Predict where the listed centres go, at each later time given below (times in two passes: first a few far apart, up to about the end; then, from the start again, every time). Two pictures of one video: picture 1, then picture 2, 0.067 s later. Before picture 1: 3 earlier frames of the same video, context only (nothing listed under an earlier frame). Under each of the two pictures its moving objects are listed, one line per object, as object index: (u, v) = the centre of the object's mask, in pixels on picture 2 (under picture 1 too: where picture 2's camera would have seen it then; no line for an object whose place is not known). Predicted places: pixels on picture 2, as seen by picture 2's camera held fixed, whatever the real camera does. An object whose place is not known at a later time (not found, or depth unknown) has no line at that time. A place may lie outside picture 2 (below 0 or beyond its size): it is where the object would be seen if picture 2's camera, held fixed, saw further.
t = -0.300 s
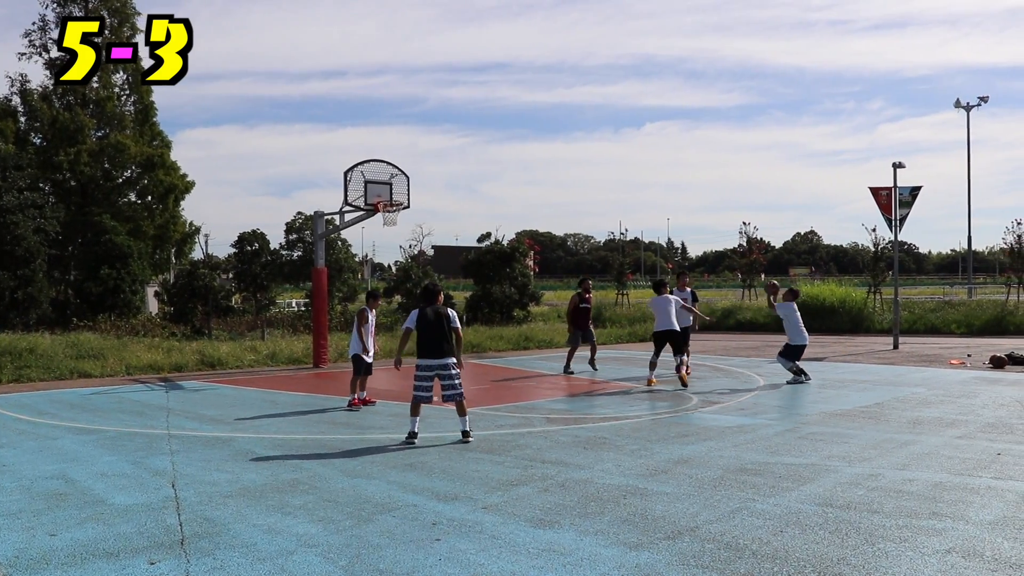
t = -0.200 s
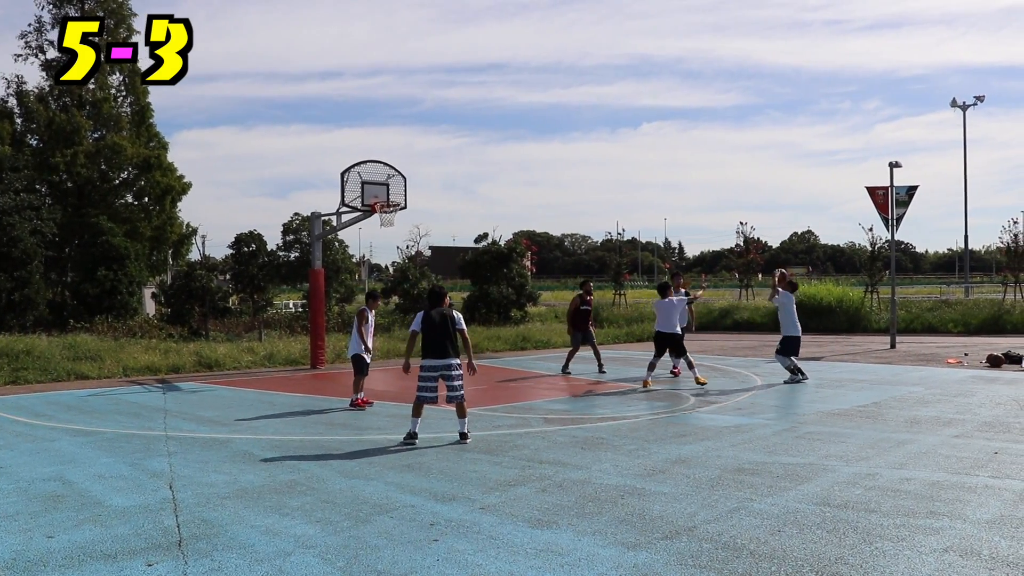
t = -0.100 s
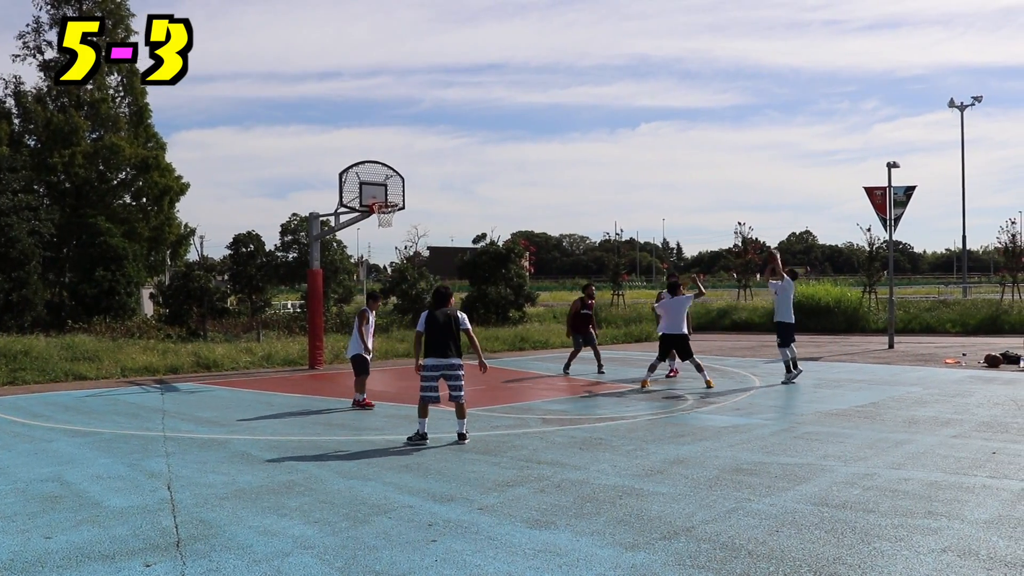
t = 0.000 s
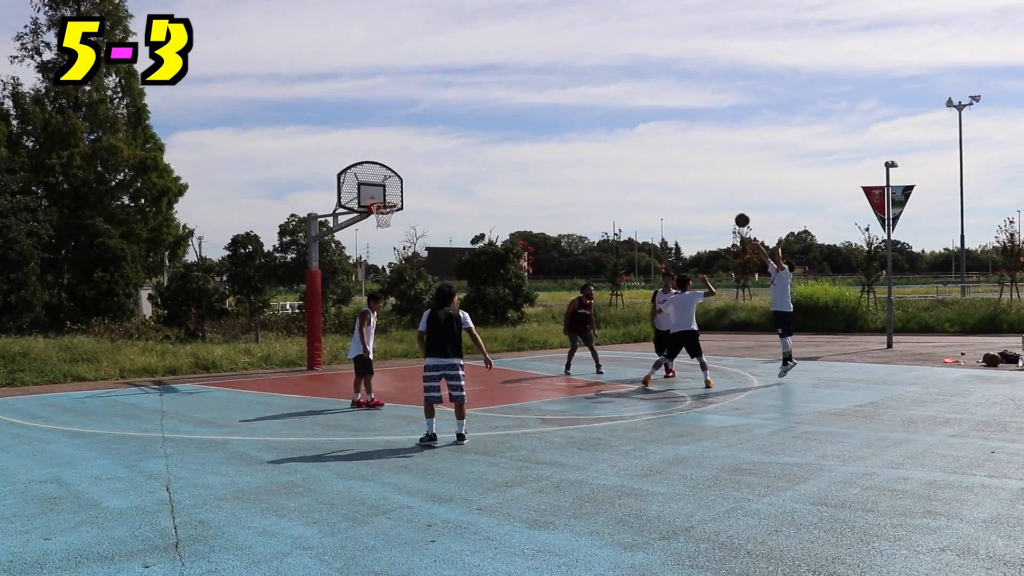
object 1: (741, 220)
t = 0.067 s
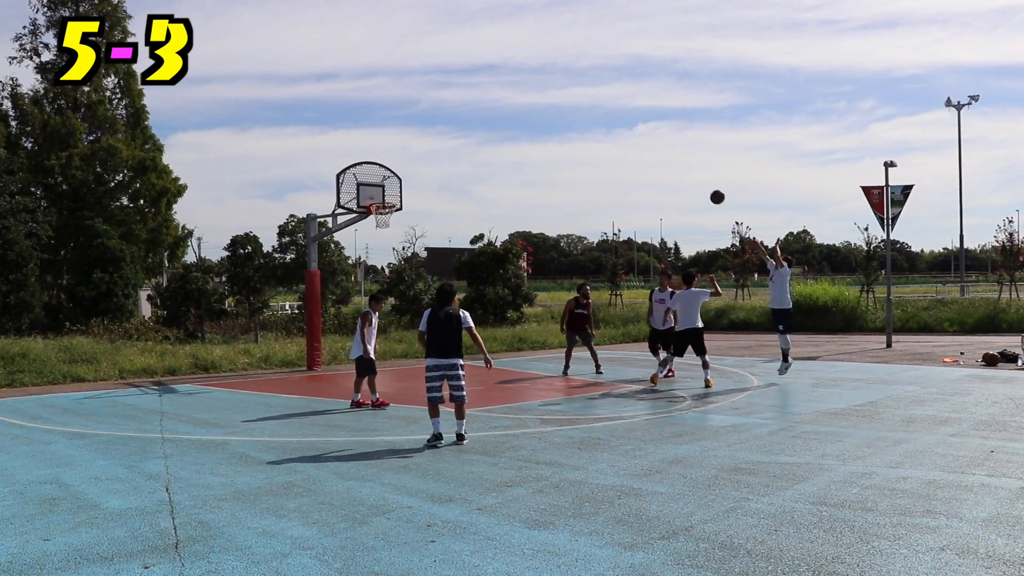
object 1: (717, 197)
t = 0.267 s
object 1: (647, 145)
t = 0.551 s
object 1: (553, 115)
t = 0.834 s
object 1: (466, 132)
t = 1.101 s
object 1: (389, 189)
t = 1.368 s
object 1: (346, 159)
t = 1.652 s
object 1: (305, 153)
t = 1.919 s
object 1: (265, 191)
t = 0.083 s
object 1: (711, 192)
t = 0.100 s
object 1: (705, 186)
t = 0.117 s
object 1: (699, 182)
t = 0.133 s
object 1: (693, 177)
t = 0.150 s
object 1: (688, 172)
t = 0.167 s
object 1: (682, 168)
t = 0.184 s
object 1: (676, 164)
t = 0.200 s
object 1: (670, 160)
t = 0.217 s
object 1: (664, 156)
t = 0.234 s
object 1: (658, 152)
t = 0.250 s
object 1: (653, 148)
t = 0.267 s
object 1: (647, 145)
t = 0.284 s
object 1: (641, 142)
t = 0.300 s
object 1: (636, 139)
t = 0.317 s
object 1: (630, 136)
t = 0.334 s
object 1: (624, 134)
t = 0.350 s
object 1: (619, 131)
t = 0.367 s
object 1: (613, 129)
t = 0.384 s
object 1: (608, 127)
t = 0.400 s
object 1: (602, 125)
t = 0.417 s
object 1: (596, 123)
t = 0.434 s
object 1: (591, 122)
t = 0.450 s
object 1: (586, 120)
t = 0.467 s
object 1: (580, 119)
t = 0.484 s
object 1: (575, 118)
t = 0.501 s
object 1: (569, 117)
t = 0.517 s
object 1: (564, 116)
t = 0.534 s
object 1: (558, 116)
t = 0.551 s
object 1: (553, 115)
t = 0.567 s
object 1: (548, 115)
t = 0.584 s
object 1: (542, 115)
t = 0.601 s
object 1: (537, 115)
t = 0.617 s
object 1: (532, 115)
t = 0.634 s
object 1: (527, 115)
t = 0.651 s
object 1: (522, 116)
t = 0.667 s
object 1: (517, 117)
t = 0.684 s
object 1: (511, 117)
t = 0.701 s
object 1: (506, 119)
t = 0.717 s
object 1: (501, 120)
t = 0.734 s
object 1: (496, 121)
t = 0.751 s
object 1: (491, 123)
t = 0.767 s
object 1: (486, 124)
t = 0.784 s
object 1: (481, 126)
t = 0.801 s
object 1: (476, 128)
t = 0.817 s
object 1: (471, 130)
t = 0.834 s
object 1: (466, 132)
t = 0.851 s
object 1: (461, 135)
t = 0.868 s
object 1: (456, 137)
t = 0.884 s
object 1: (451, 140)
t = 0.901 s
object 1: (446, 143)
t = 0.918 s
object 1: (441, 146)
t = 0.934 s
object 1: (436, 149)
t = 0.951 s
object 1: (432, 153)
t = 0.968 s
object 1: (427, 156)
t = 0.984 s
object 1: (422, 160)
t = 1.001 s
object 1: (417, 163)
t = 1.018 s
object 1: (412, 167)
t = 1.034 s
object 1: (408, 171)
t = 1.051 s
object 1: (403, 175)
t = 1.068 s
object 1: (398, 180)
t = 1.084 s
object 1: (394, 185)
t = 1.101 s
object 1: (389, 189)
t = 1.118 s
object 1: (384, 194)
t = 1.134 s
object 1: (380, 197)
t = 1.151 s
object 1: (378, 194)
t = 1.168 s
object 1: (376, 191)
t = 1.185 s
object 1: (373, 187)
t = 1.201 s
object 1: (370, 184)
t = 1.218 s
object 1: (368, 181)
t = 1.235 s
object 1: (366, 178)
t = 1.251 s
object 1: (363, 175)
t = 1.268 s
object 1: (360, 172)
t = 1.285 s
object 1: (358, 170)
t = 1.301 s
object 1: (356, 167)
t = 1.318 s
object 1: (353, 165)
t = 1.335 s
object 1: (351, 163)
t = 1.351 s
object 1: (348, 161)
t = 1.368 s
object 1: (346, 159)
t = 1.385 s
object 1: (344, 158)
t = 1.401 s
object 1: (341, 156)
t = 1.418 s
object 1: (339, 155)
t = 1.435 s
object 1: (336, 154)
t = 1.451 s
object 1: (334, 153)
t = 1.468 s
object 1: (331, 152)
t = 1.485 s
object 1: (329, 151)
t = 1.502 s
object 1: (327, 150)
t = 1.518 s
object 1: (324, 150)
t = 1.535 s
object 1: (322, 150)
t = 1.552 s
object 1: (319, 150)
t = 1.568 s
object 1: (317, 150)
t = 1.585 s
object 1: (314, 150)
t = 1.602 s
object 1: (312, 151)
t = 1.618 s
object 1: (309, 151)
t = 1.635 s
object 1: (307, 152)
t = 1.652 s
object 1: (305, 153)
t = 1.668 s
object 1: (302, 154)
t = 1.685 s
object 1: (299, 155)
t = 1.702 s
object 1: (297, 157)
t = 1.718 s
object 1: (294, 158)
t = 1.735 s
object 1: (292, 160)
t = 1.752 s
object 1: (290, 162)
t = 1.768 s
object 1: (287, 164)
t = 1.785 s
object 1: (285, 166)
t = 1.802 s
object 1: (282, 169)
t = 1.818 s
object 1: (279, 172)
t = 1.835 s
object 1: (277, 174)
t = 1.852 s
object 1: (275, 177)
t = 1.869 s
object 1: (272, 180)
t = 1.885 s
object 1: (270, 184)
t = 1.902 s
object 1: (267, 187)
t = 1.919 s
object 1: (265, 191)
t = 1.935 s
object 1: (262, 194)
